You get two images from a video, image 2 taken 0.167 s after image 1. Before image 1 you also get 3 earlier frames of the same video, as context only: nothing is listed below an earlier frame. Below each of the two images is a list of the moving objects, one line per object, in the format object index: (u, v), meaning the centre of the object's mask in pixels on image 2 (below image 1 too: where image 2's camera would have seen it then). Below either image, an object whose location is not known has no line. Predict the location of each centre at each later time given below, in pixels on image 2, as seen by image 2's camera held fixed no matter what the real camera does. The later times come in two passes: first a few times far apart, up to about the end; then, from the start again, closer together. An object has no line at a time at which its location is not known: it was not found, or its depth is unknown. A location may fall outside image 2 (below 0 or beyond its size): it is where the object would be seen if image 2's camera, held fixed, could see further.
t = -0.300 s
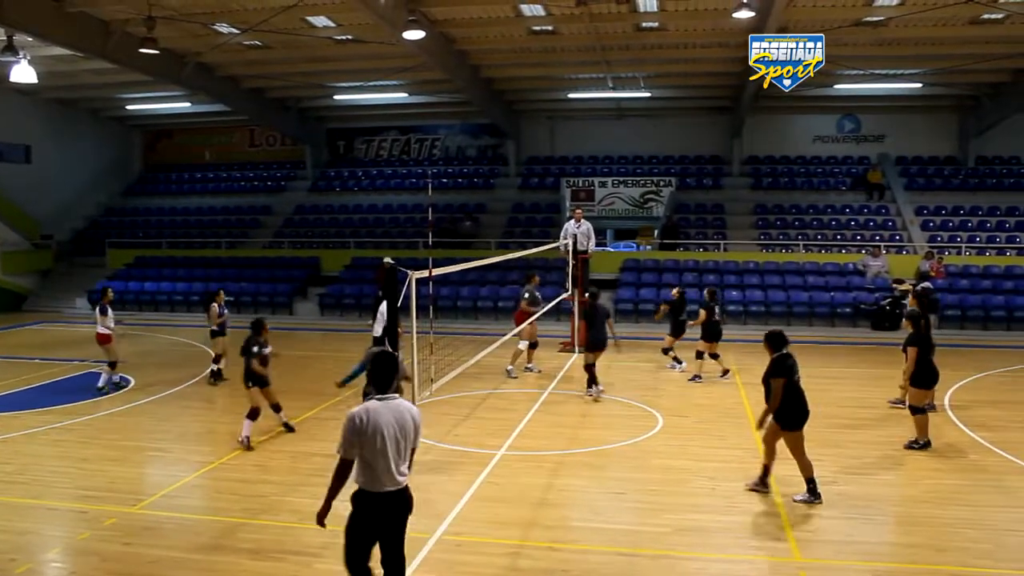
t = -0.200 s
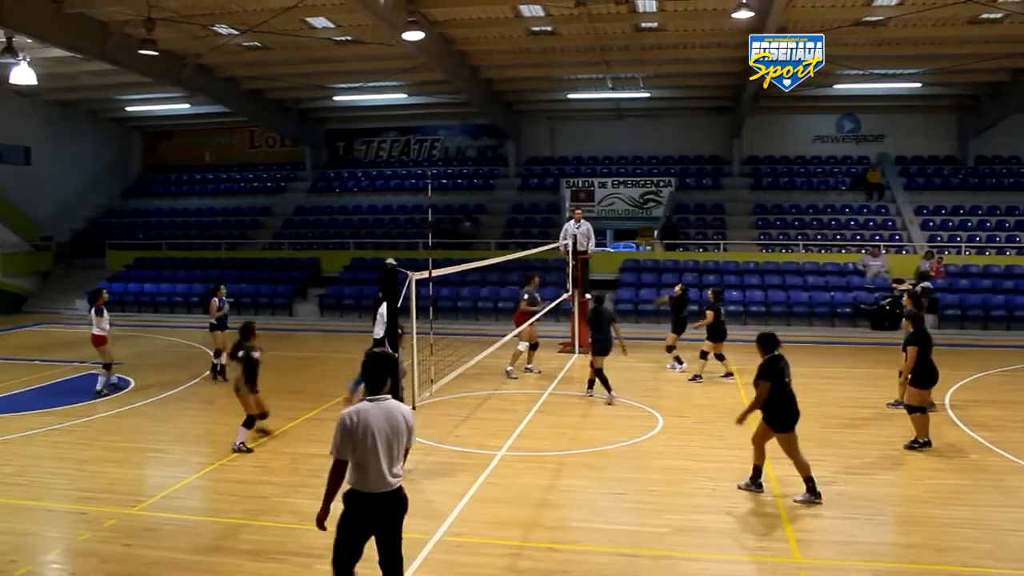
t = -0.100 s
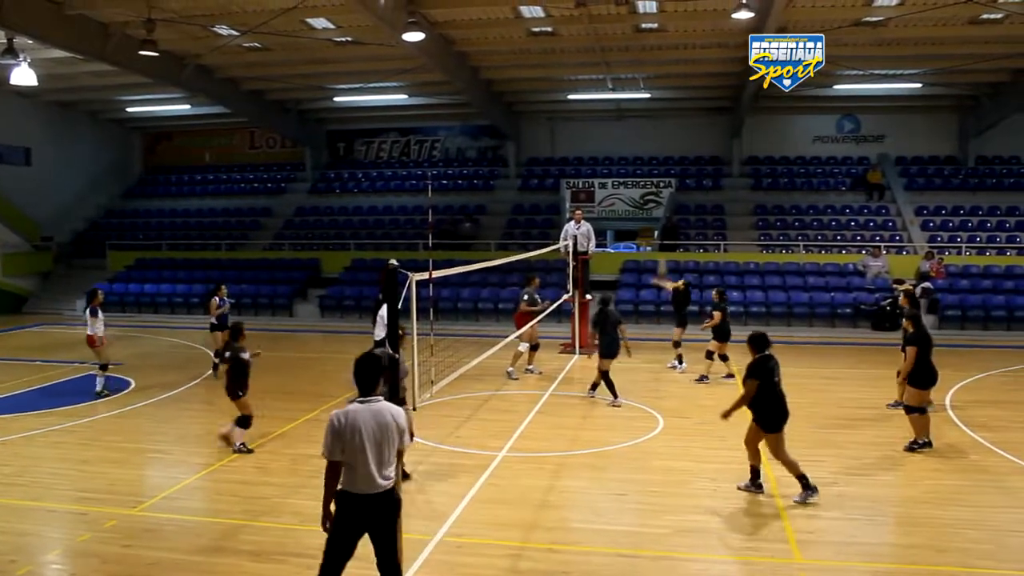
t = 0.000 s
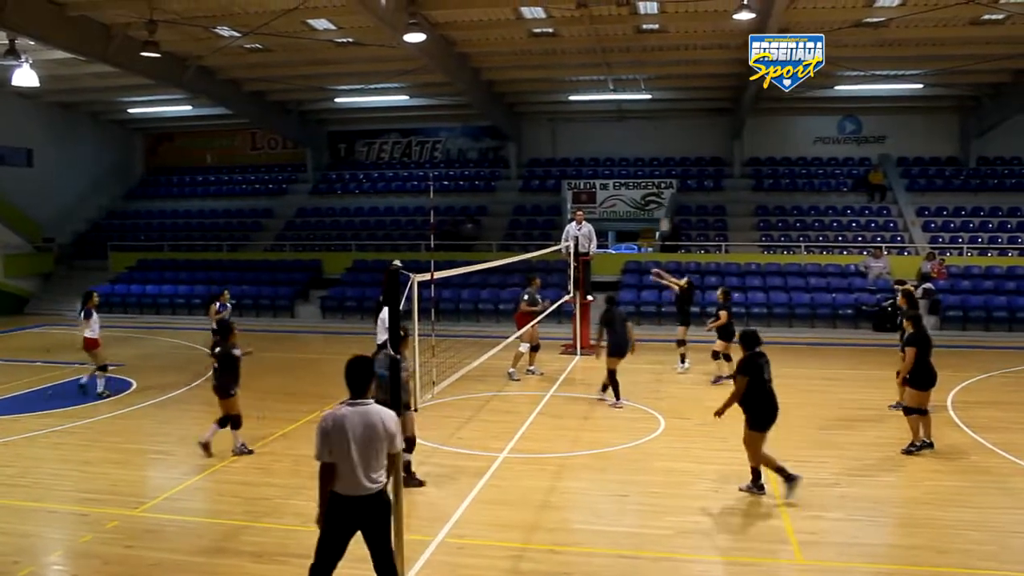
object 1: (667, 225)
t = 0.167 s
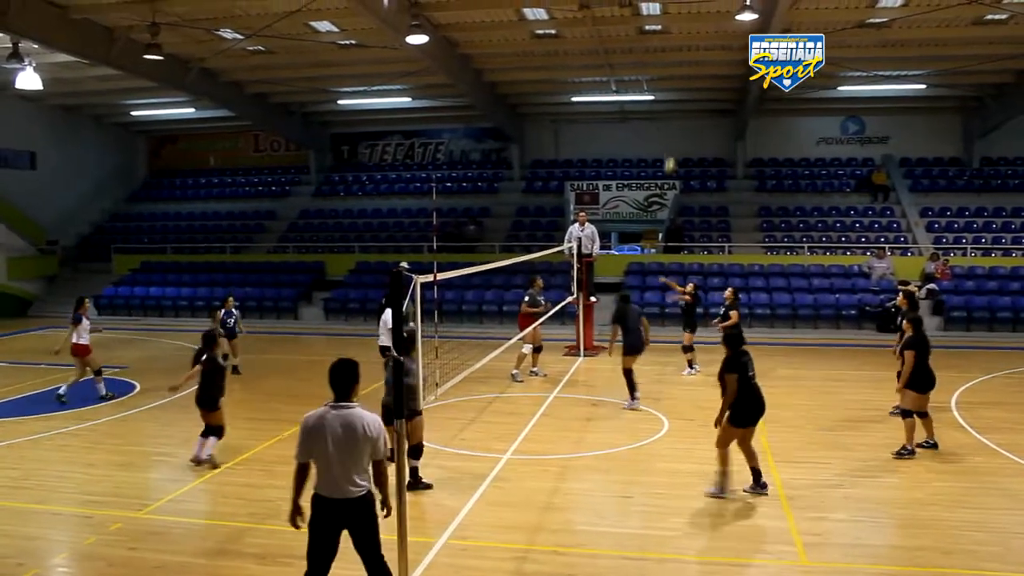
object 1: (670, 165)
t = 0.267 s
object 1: (670, 134)
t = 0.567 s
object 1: (667, 76)
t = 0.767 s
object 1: (665, 66)
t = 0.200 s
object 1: (670, 154)
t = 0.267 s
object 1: (670, 134)
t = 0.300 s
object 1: (670, 125)
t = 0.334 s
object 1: (670, 117)
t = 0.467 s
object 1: (669, 89)
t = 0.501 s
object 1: (668, 84)
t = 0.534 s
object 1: (667, 79)
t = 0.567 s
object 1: (667, 76)
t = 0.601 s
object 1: (666, 72)
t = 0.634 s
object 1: (666, 70)
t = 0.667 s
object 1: (666, 67)
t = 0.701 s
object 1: (665, 66)
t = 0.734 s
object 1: (665, 66)
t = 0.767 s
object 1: (665, 66)
